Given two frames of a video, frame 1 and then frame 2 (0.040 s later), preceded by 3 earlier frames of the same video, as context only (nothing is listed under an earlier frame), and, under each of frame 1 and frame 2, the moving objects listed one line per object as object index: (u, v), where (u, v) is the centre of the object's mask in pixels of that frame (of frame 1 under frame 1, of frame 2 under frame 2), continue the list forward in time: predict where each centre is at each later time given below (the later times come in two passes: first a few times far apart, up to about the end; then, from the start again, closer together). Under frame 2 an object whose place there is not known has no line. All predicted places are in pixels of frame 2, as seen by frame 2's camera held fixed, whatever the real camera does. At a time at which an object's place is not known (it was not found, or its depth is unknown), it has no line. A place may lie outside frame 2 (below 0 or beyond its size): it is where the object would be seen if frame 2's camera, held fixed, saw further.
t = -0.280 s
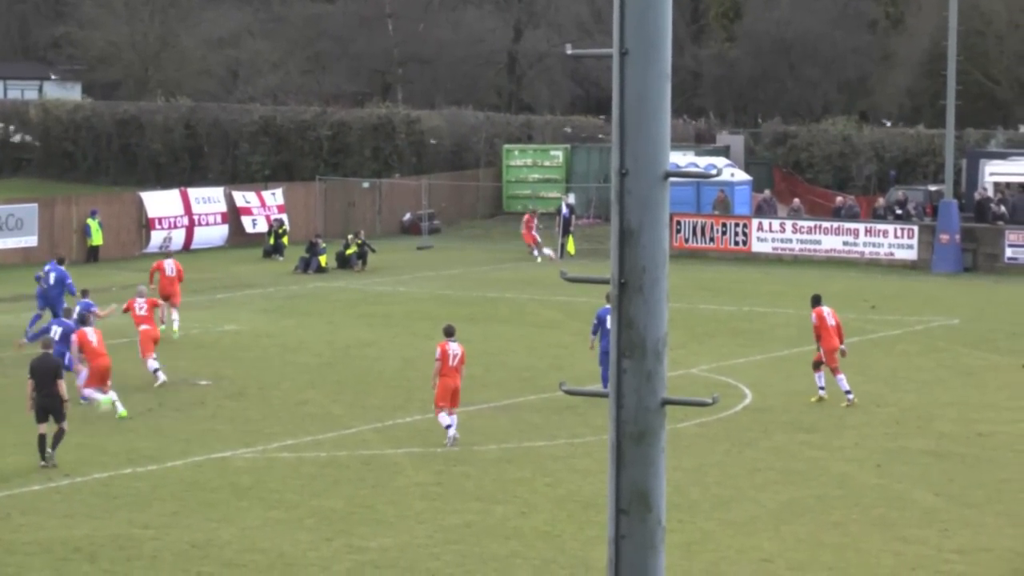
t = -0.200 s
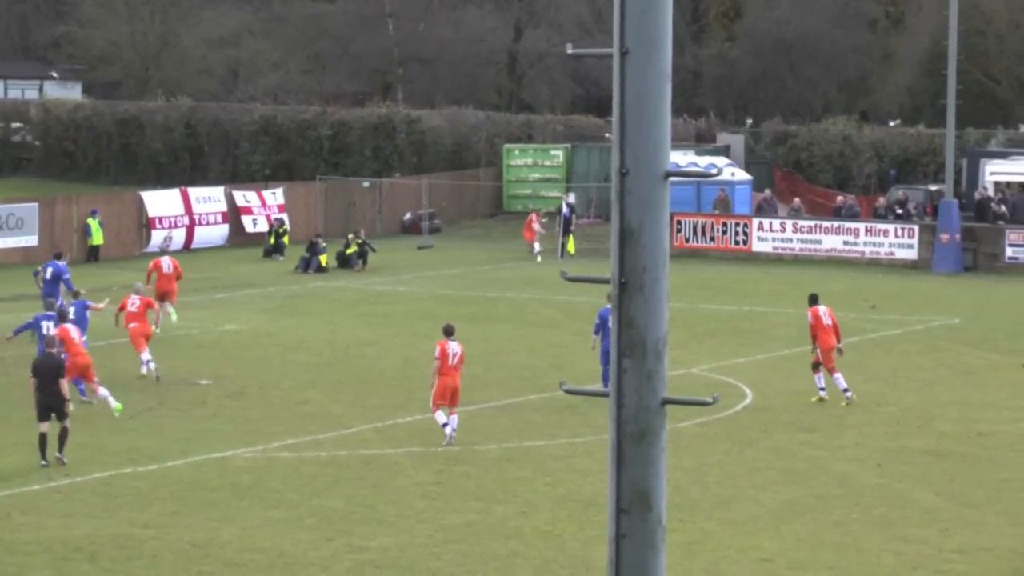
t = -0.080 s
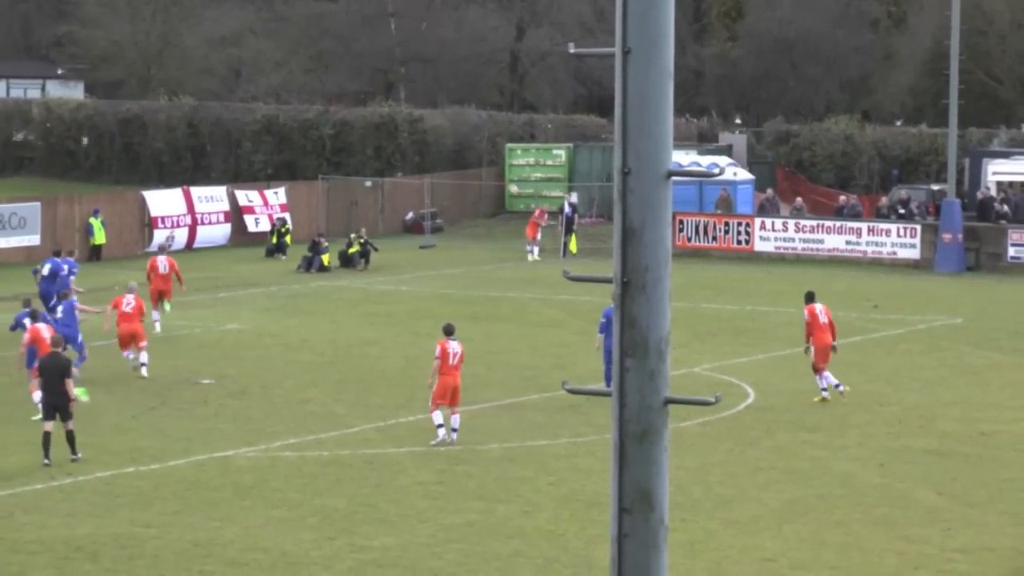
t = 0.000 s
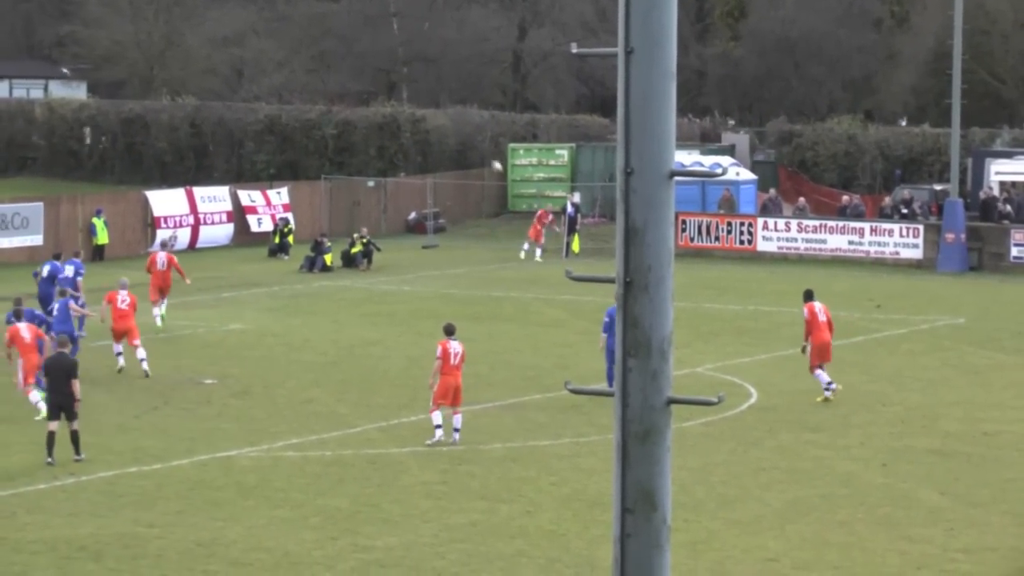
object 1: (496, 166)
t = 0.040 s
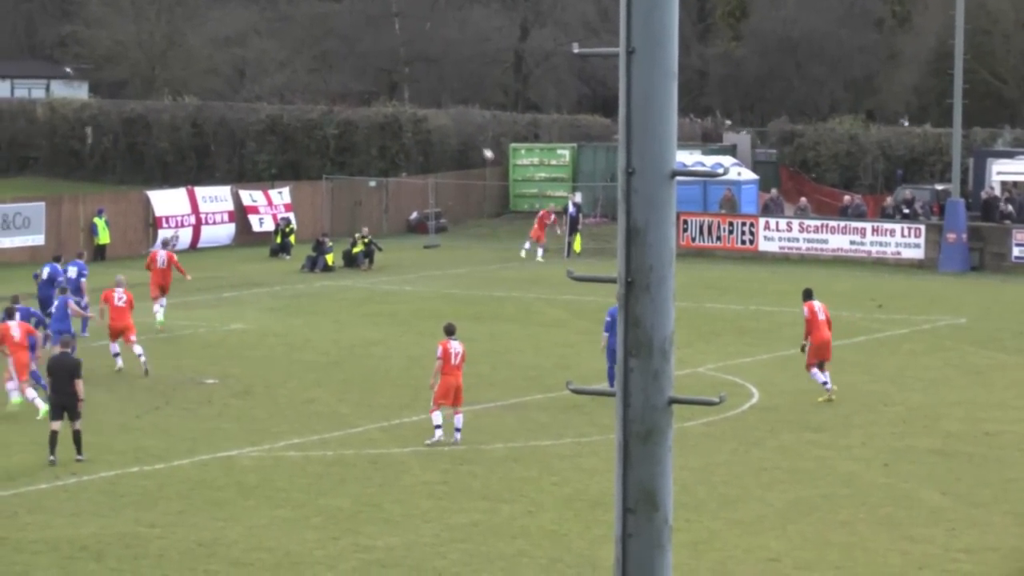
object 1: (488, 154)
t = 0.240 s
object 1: (440, 102)
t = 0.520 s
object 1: (358, 48)
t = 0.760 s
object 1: (263, 19)
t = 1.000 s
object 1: (155, 9)
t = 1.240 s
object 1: (35, 23)
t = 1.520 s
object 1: (-126, 72)
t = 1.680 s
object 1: (-234, 120)
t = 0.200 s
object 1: (451, 112)
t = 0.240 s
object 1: (440, 102)
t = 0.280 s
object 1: (429, 94)
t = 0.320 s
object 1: (421, 85)
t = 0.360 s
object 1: (416, 76)
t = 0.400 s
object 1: (401, 69)
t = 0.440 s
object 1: (388, 62)
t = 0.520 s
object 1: (358, 48)
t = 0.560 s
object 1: (343, 42)
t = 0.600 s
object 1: (328, 37)
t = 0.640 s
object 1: (312, 32)
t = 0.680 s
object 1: (296, 27)
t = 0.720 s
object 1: (280, 23)
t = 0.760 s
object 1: (263, 19)
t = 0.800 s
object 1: (246, 16)
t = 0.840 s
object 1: (229, 13)
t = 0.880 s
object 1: (211, 12)
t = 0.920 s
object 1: (193, 11)
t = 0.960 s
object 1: (174, 10)
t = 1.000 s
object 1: (155, 9)
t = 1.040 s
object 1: (136, 10)
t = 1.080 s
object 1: (116, 11)
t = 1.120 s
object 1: (96, 12)
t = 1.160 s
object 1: (76, 15)
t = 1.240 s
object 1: (35, 23)
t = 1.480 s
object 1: (-102, 63)
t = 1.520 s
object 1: (-126, 72)
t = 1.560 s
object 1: (-152, 82)
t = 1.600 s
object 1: (-179, 93)
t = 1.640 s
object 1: (-206, 107)
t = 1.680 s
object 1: (-234, 120)
